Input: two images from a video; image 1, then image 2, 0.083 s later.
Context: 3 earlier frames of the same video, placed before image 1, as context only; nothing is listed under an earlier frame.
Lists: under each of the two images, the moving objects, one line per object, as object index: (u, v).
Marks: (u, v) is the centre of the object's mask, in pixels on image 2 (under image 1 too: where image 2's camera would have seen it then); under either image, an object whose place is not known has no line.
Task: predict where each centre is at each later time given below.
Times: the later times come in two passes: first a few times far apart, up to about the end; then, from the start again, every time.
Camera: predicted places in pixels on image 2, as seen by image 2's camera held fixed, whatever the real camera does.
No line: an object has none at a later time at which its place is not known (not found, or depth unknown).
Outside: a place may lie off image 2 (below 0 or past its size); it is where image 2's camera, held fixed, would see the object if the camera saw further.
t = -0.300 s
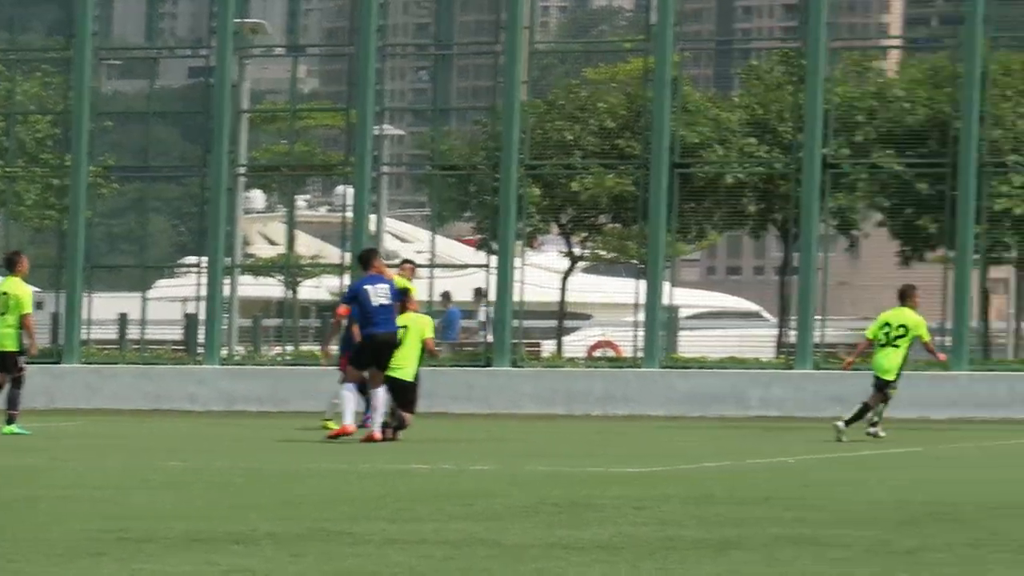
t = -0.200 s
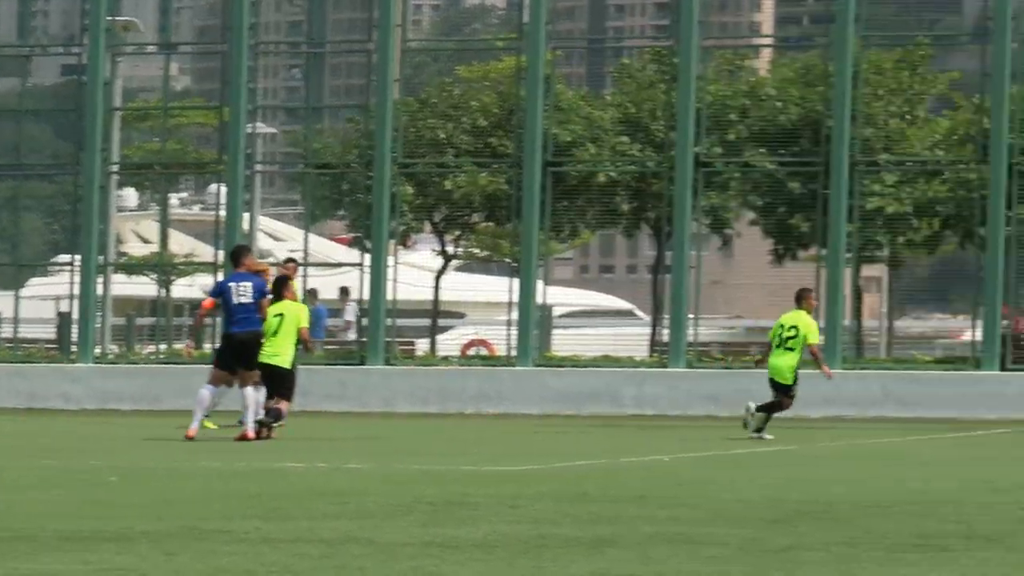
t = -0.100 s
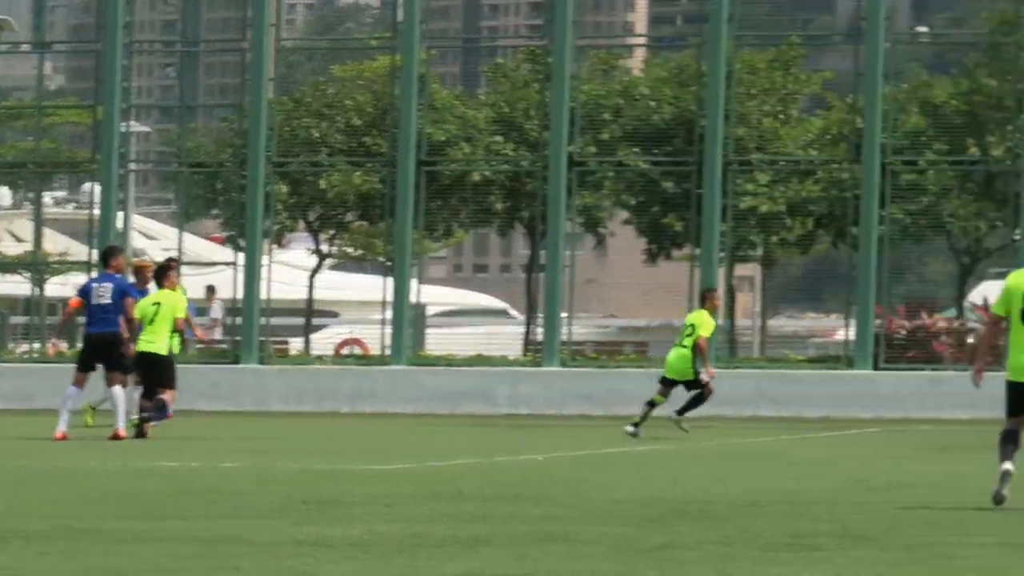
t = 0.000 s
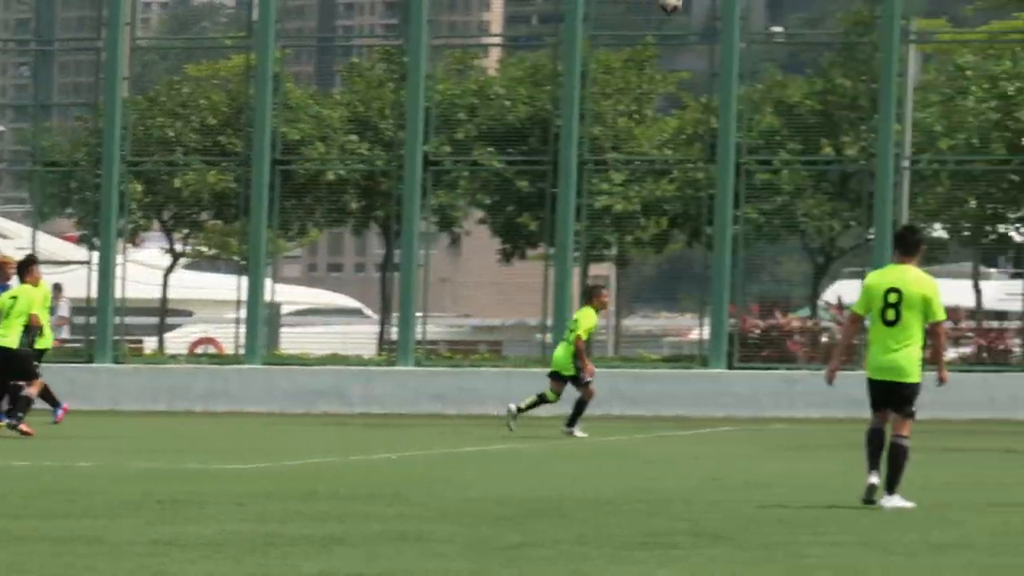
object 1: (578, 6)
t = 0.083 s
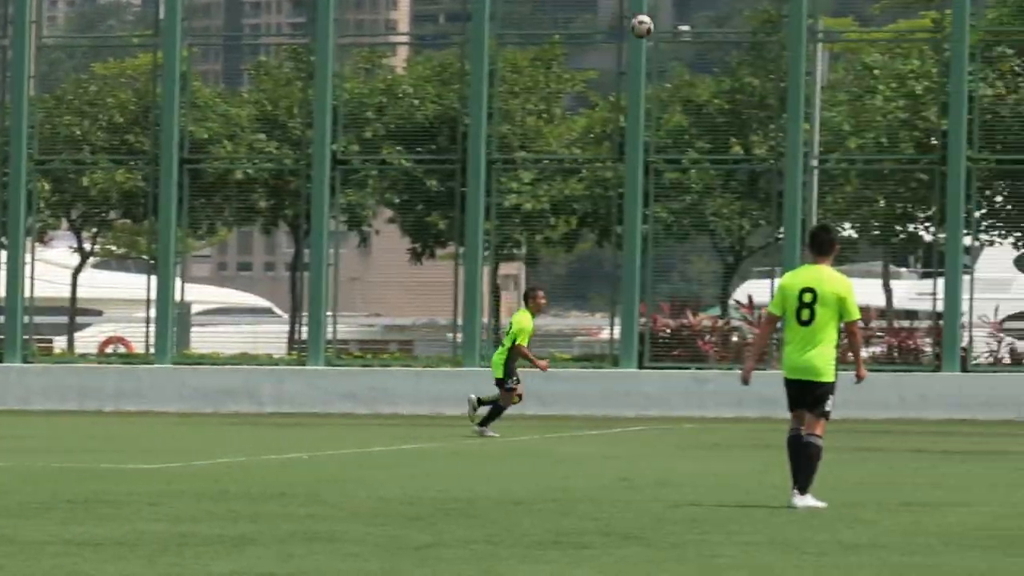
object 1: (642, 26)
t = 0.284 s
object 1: (797, 117)
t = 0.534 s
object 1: (992, 302)
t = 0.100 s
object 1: (655, 32)
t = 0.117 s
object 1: (668, 37)
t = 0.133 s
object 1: (681, 43)
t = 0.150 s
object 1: (693, 50)
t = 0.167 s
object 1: (706, 57)
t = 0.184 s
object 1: (719, 64)
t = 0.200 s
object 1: (732, 71)
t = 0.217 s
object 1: (745, 80)
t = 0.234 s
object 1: (758, 88)
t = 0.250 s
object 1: (772, 97)
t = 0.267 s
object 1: (784, 106)
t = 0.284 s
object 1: (797, 117)
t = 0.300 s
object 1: (810, 127)
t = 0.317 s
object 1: (823, 136)
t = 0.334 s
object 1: (835, 146)
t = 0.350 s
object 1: (848, 157)
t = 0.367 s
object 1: (862, 169)
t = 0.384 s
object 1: (875, 181)
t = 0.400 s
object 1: (887, 194)
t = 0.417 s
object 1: (901, 205)
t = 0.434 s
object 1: (914, 218)
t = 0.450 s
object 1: (927, 232)
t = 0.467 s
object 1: (940, 243)
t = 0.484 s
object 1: (953, 258)
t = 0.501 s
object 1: (967, 272)
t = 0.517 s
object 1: (980, 287)
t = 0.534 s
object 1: (992, 302)
